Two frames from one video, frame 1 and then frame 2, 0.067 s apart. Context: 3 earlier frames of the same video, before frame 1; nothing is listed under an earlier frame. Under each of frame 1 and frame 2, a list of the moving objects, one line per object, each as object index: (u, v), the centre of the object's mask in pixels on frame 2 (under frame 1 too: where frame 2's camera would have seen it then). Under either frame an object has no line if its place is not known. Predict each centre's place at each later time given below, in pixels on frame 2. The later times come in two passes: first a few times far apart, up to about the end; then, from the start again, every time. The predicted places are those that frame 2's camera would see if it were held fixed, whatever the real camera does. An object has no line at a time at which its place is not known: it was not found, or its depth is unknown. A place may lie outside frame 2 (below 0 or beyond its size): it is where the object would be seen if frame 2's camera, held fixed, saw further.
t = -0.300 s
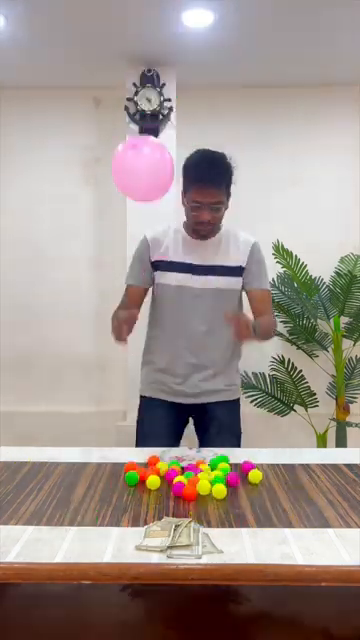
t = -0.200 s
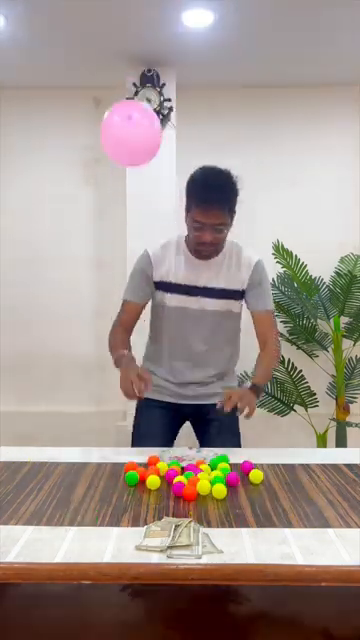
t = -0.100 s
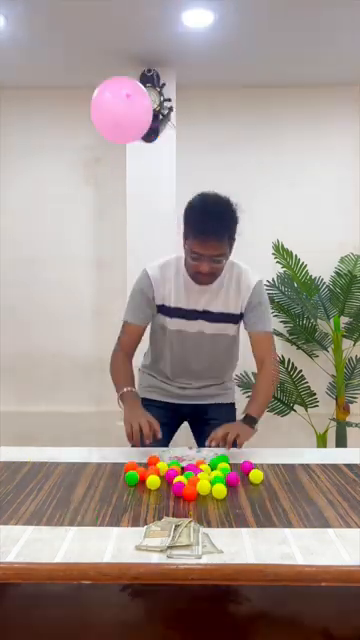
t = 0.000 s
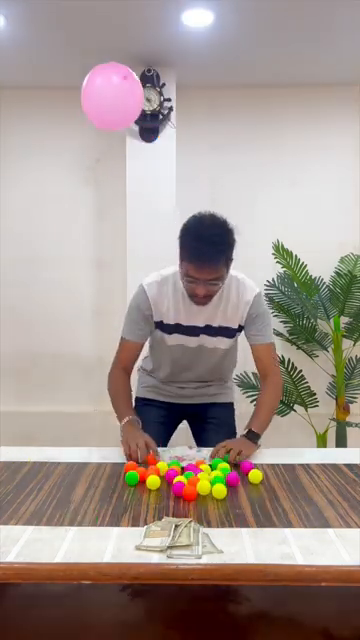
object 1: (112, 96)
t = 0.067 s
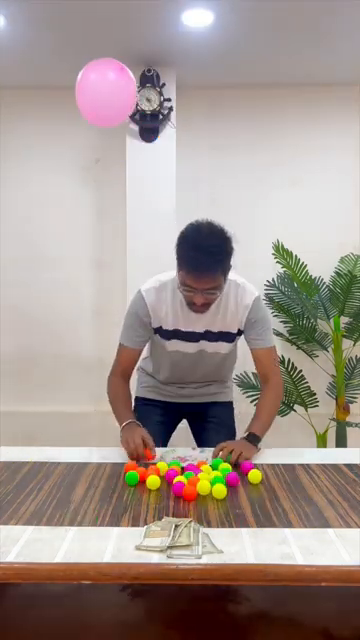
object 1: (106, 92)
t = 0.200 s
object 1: (96, 95)
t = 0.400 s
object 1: (89, 113)
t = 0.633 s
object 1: (87, 156)
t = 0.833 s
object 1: (90, 207)
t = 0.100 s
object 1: (103, 92)
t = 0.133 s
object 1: (100, 92)
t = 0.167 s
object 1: (98, 93)
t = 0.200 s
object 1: (96, 95)
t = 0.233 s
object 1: (94, 97)
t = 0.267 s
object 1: (93, 100)
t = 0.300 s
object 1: (92, 102)
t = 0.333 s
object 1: (91, 105)
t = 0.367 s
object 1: (90, 109)
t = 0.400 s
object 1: (89, 113)
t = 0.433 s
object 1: (88, 118)
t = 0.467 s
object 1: (88, 124)
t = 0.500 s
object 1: (87, 129)
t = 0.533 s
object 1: (87, 135)
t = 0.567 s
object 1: (87, 142)
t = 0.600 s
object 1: (87, 148)
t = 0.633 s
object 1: (87, 156)
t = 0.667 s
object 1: (87, 164)
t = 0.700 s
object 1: (88, 172)
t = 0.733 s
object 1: (88, 180)
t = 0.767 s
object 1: (89, 189)
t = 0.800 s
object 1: (90, 198)
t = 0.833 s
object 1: (90, 207)
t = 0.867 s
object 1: (92, 217)
